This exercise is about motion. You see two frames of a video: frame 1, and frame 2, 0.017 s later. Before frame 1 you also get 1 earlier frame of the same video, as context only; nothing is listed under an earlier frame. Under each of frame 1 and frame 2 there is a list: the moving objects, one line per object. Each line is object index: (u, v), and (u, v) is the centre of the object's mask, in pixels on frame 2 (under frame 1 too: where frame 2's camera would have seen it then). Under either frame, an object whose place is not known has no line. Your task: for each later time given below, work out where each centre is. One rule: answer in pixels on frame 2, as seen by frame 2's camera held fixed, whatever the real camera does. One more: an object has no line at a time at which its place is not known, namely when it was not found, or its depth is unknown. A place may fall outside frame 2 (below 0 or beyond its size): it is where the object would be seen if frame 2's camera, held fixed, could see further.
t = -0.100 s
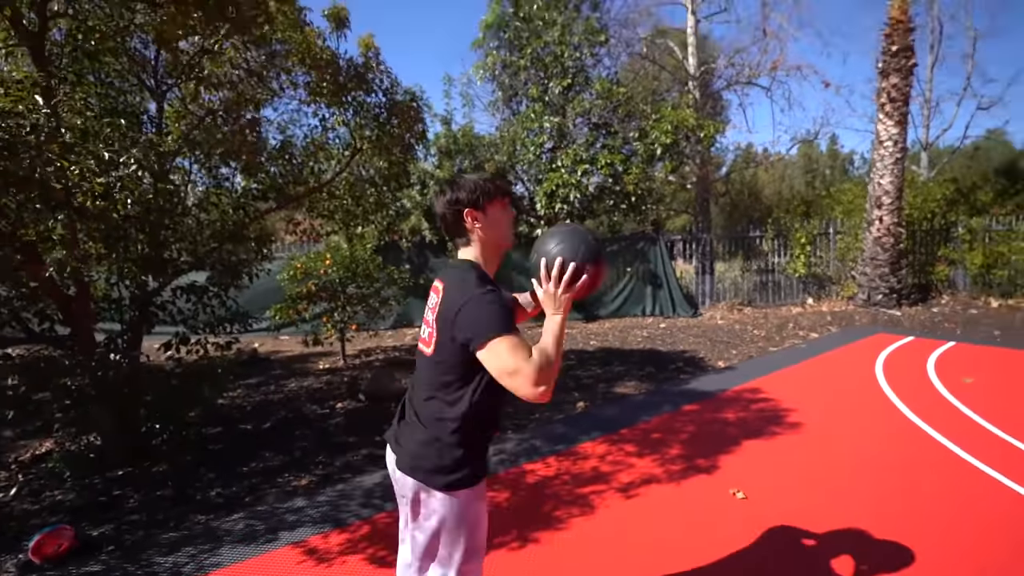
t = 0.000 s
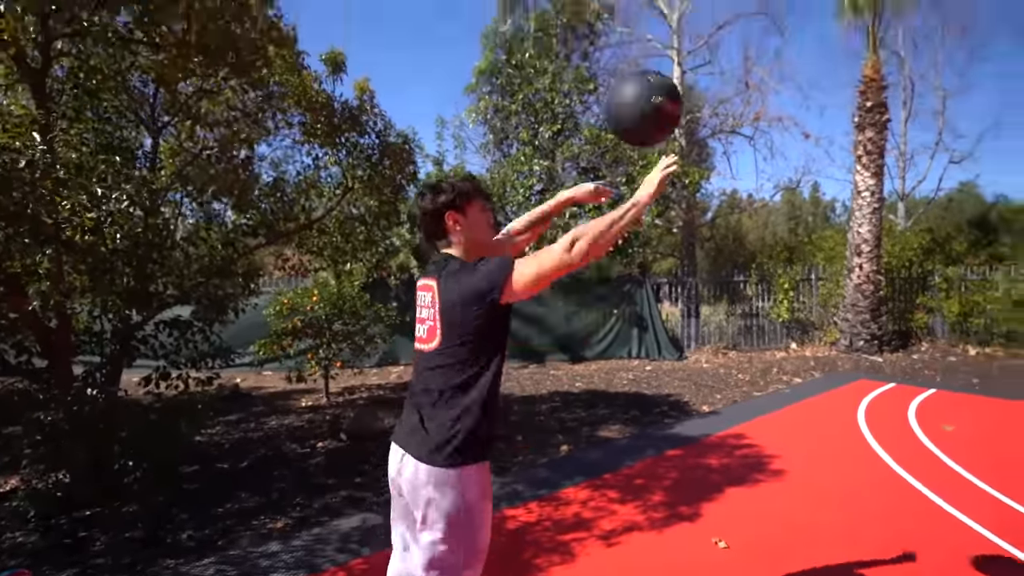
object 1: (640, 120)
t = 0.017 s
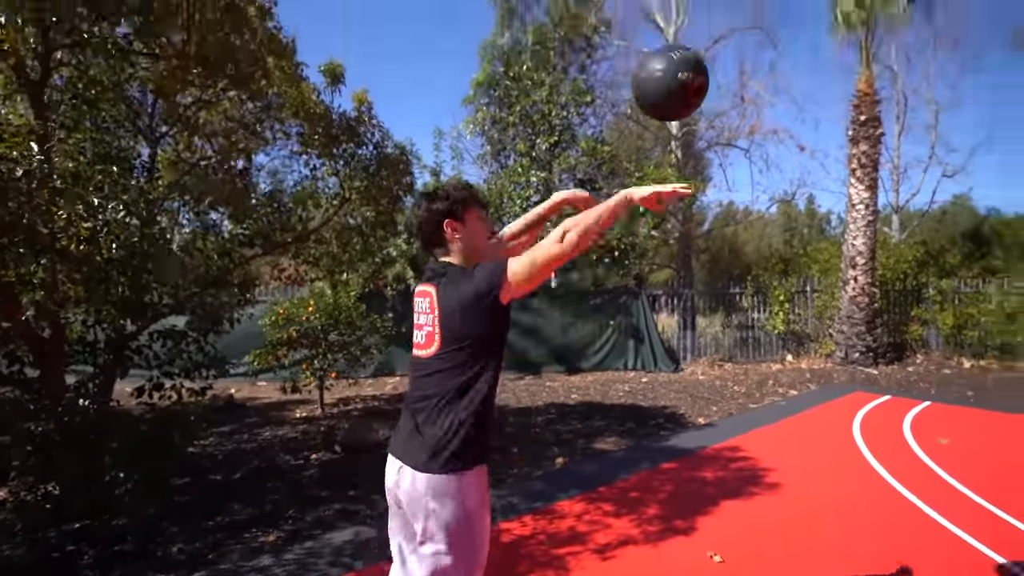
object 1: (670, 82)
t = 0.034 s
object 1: (700, 47)
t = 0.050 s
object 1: (729, 12)
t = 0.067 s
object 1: (758, -20)
